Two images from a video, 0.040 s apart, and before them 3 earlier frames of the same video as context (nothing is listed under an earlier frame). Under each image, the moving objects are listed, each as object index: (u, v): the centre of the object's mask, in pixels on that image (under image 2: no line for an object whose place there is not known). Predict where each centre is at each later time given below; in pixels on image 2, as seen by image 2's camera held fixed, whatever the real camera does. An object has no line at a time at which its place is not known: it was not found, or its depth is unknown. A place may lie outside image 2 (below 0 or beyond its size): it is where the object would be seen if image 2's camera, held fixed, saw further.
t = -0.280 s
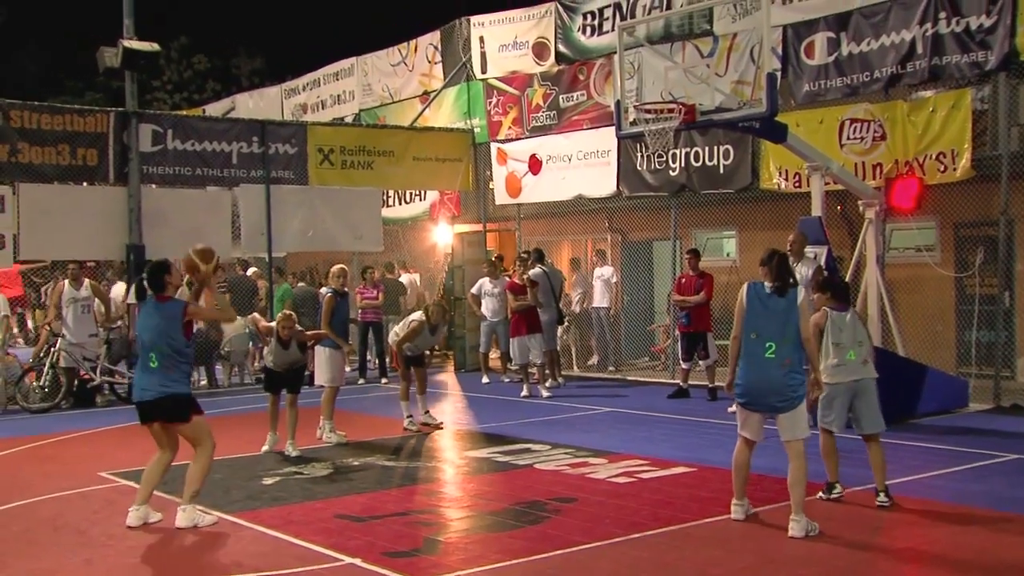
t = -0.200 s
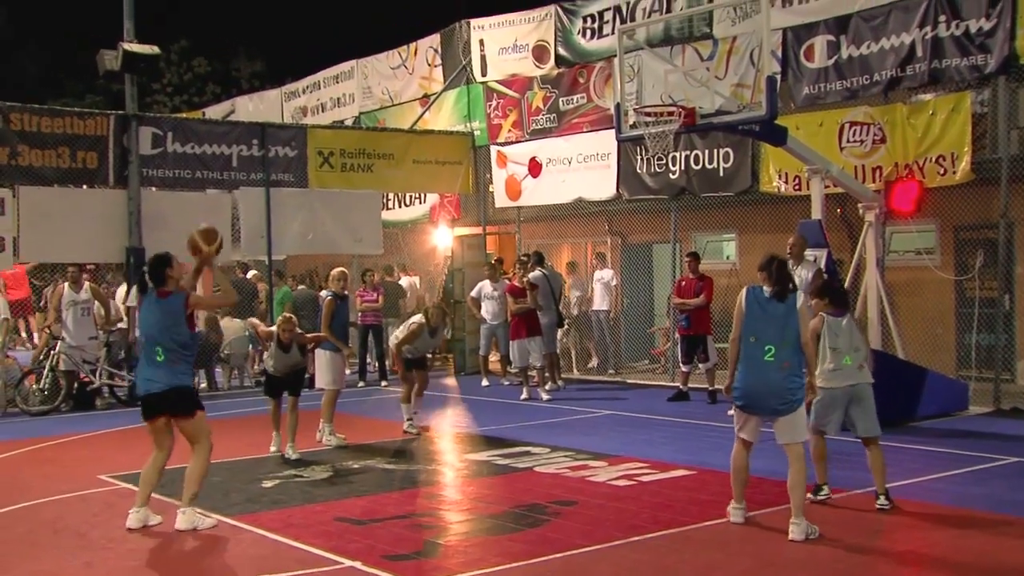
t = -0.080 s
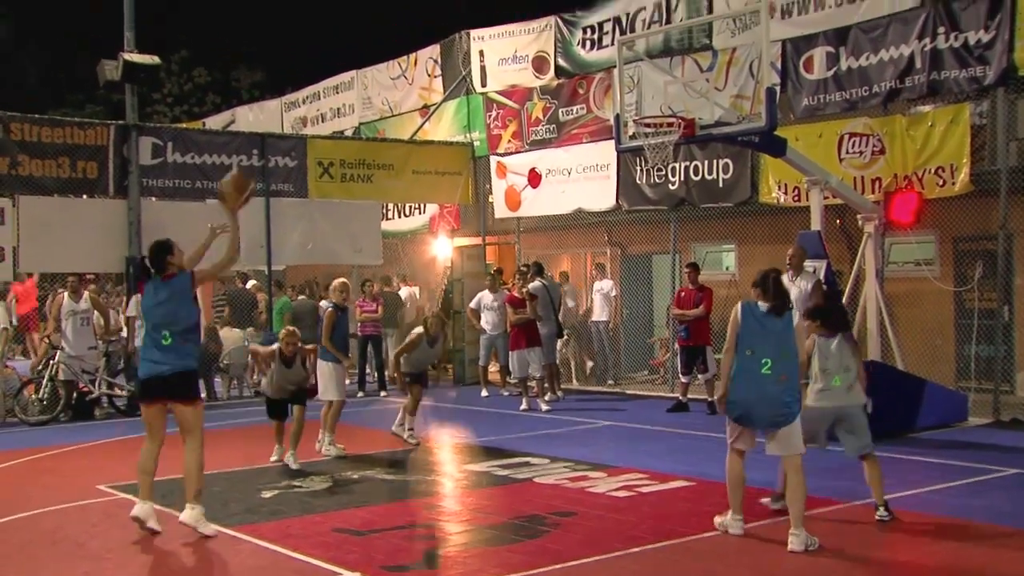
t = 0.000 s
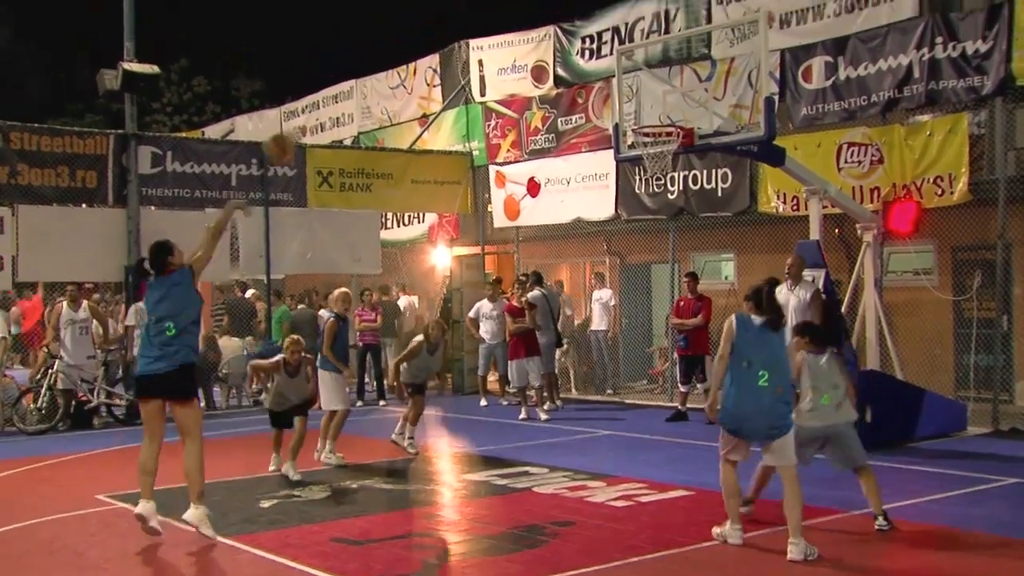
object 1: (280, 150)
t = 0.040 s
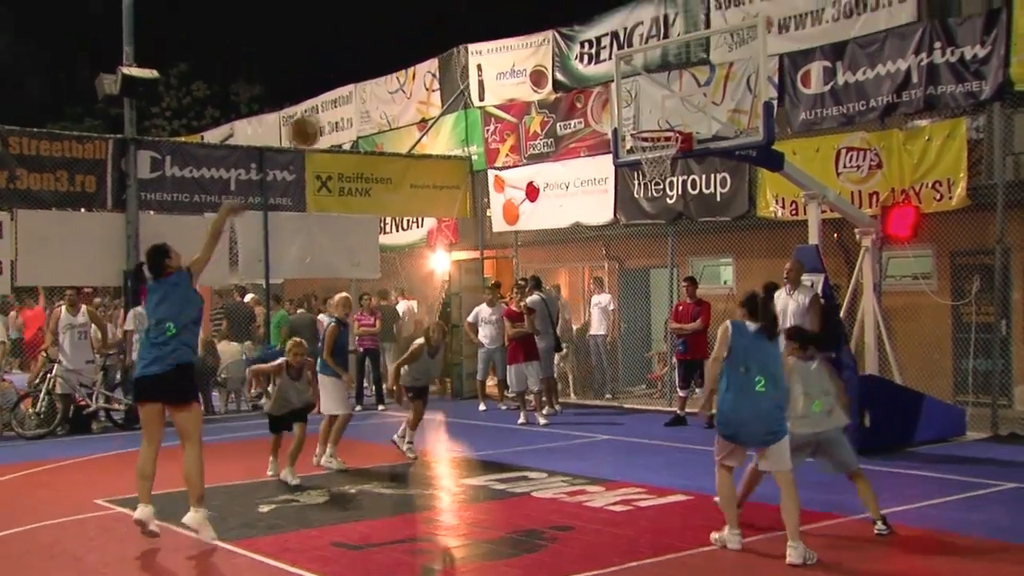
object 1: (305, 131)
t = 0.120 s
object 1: (350, 96)
